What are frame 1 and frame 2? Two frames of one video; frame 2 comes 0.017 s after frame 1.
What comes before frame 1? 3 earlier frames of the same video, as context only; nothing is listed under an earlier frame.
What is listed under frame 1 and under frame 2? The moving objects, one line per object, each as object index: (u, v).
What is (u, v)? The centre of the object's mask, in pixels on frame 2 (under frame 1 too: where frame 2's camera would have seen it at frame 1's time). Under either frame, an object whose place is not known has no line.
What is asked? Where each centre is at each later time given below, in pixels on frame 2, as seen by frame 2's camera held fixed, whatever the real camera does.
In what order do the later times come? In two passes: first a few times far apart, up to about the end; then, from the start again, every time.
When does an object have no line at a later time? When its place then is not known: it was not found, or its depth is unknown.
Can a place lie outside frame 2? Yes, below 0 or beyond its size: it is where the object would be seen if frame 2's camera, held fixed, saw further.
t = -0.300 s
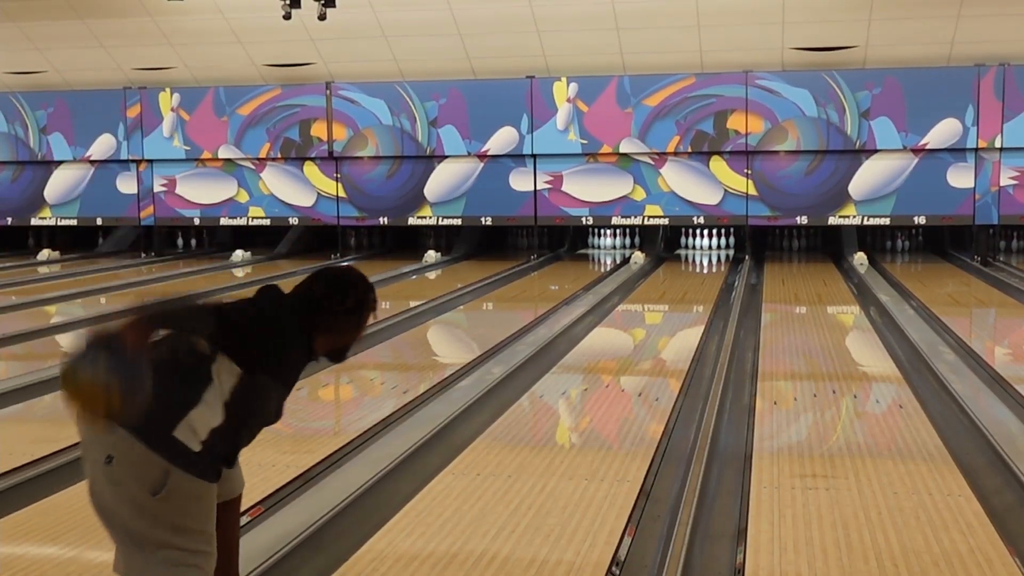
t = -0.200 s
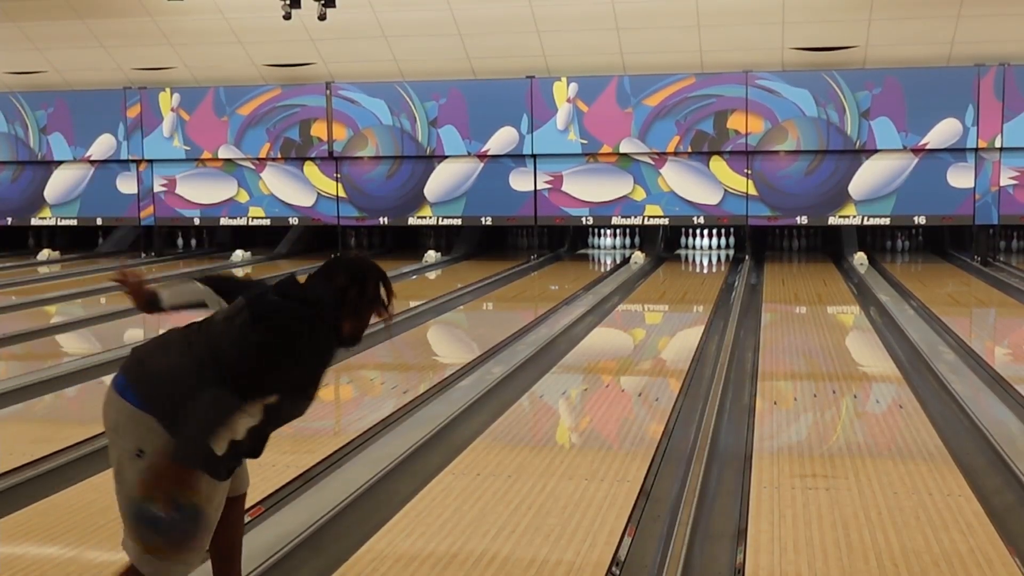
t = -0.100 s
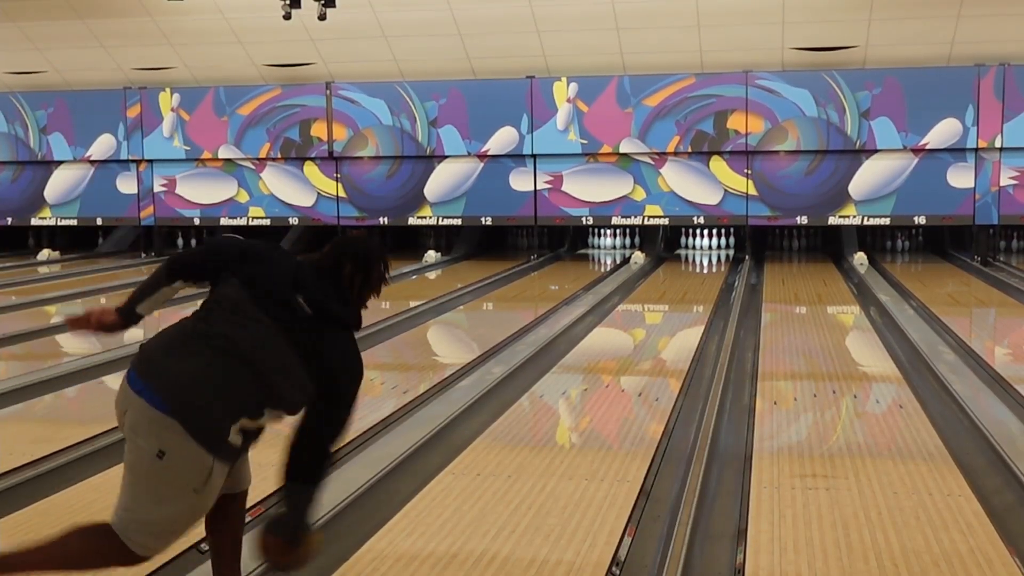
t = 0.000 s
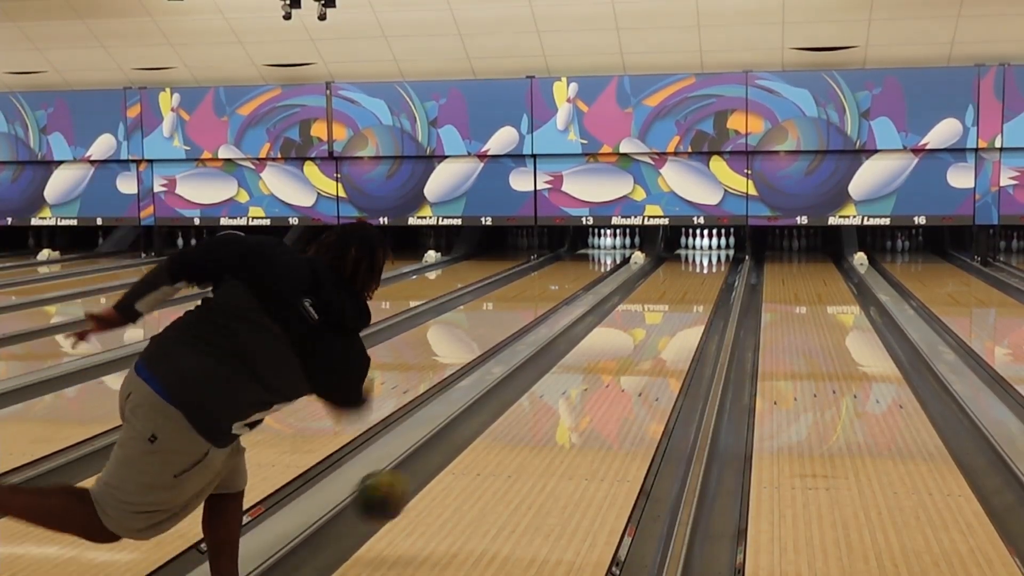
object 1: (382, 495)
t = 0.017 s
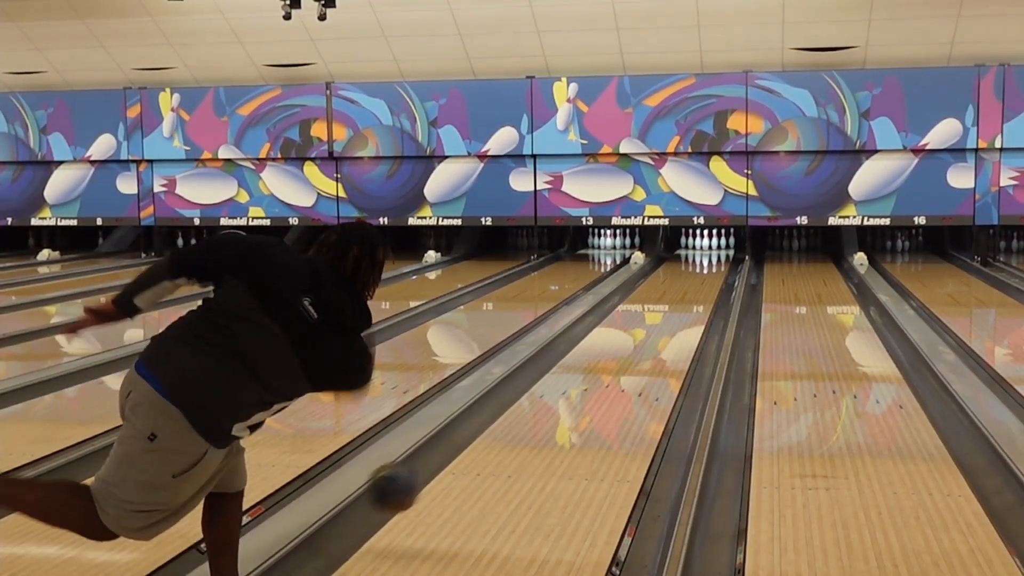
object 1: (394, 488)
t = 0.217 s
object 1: (512, 441)
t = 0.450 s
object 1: (592, 382)
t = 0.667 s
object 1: (641, 344)
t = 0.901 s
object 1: (676, 317)
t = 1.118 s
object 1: (699, 298)
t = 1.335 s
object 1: (716, 283)
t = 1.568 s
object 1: (729, 272)
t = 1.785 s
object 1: (735, 264)
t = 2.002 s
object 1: (738, 258)
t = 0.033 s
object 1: (406, 480)
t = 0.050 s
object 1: (419, 472)
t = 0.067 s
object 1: (430, 467)
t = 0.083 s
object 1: (440, 463)
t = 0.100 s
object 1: (452, 460)
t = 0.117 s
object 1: (461, 456)
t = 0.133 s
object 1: (471, 453)
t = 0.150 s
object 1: (479, 451)
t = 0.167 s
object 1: (488, 448)
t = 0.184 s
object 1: (496, 448)
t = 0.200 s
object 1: (504, 447)
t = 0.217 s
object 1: (512, 441)
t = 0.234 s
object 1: (519, 435)
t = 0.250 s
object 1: (526, 429)
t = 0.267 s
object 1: (532, 425)
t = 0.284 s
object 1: (539, 421)
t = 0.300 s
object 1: (545, 416)
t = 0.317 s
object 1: (551, 412)
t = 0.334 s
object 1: (557, 408)
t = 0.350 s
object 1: (562, 404)
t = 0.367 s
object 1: (568, 399)
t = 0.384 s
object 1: (573, 396)
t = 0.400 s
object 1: (578, 392)
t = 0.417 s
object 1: (583, 389)
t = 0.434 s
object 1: (588, 385)
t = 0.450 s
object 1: (592, 382)
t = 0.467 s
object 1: (597, 378)
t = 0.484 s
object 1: (601, 375)
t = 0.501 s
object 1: (606, 371)
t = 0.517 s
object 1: (610, 369)
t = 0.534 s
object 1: (614, 366)
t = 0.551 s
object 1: (618, 363)
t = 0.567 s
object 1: (621, 360)
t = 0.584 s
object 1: (624, 357)
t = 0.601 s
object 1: (628, 354)
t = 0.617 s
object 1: (631, 352)
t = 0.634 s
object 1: (634, 349)
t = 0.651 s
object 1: (638, 347)
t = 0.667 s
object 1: (641, 344)
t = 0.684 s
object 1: (644, 342)
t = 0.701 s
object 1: (647, 340)
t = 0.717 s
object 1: (650, 337)
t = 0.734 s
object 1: (652, 335)
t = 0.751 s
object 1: (655, 333)
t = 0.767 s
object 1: (657, 331)
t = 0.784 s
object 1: (660, 329)
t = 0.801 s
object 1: (663, 327)
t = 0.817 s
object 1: (665, 325)
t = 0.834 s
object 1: (667, 323)
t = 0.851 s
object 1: (670, 322)
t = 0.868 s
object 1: (672, 320)
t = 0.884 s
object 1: (674, 318)
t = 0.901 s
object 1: (676, 317)
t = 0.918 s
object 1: (678, 315)
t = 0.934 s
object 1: (680, 313)
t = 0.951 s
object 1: (682, 312)
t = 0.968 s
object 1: (684, 310)
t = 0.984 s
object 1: (686, 309)
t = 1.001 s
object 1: (688, 308)
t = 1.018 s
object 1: (690, 306)
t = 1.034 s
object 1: (692, 304)
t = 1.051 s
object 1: (693, 303)
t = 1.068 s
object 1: (695, 302)
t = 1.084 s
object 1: (696, 300)
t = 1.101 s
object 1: (698, 299)
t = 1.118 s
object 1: (699, 298)
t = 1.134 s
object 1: (701, 296)
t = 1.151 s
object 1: (703, 295)
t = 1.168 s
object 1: (704, 294)
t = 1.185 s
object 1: (706, 293)
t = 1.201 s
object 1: (707, 292)
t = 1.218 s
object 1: (708, 290)
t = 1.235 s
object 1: (709, 289)
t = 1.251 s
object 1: (710, 288)
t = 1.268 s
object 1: (712, 288)
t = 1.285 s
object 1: (713, 287)
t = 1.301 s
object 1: (714, 286)
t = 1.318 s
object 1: (714, 285)
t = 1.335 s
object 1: (716, 283)
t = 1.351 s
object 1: (717, 282)
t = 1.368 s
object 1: (718, 283)
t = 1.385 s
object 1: (719, 281)
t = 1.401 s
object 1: (719, 280)
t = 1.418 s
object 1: (721, 279)
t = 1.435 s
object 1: (722, 278)
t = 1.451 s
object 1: (722, 277)
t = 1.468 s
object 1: (724, 276)
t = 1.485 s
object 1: (725, 276)
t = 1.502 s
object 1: (726, 275)
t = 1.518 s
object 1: (726, 274)
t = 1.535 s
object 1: (727, 273)
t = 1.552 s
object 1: (729, 272)
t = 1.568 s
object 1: (729, 272)
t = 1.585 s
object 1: (730, 272)
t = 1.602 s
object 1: (732, 272)
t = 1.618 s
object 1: (733, 272)
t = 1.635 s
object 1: (734, 271)
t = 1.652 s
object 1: (734, 271)
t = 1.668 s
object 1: (735, 269)
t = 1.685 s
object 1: (734, 269)
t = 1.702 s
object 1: (735, 268)
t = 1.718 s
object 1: (735, 267)
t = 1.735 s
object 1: (735, 267)
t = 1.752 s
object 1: (735, 267)
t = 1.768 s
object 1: (735, 265)
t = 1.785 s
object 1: (735, 264)
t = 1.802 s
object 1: (735, 264)
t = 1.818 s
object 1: (736, 263)
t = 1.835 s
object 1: (736, 263)
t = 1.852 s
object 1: (736, 262)
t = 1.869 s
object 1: (737, 262)
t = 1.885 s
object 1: (737, 261)
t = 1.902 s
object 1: (737, 261)
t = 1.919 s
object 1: (737, 260)
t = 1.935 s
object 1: (738, 260)
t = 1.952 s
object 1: (738, 259)
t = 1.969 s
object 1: (738, 258)
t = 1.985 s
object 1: (738, 258)
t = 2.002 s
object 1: (738, 258)
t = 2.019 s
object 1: (738, 257)
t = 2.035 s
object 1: (738, 256)
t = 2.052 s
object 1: (738, 255)
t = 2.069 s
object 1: (739, 256)
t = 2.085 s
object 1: (739, 257)
